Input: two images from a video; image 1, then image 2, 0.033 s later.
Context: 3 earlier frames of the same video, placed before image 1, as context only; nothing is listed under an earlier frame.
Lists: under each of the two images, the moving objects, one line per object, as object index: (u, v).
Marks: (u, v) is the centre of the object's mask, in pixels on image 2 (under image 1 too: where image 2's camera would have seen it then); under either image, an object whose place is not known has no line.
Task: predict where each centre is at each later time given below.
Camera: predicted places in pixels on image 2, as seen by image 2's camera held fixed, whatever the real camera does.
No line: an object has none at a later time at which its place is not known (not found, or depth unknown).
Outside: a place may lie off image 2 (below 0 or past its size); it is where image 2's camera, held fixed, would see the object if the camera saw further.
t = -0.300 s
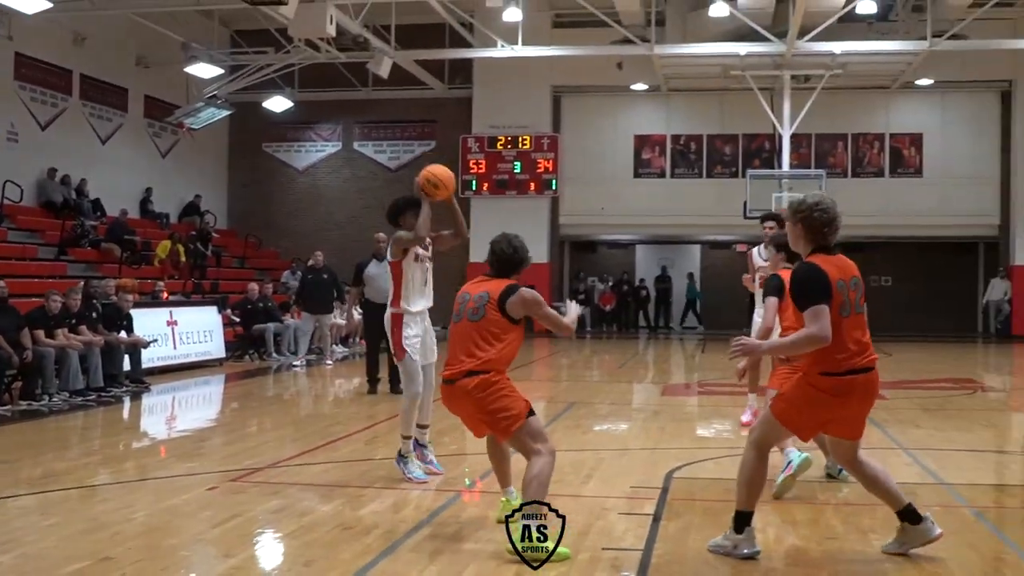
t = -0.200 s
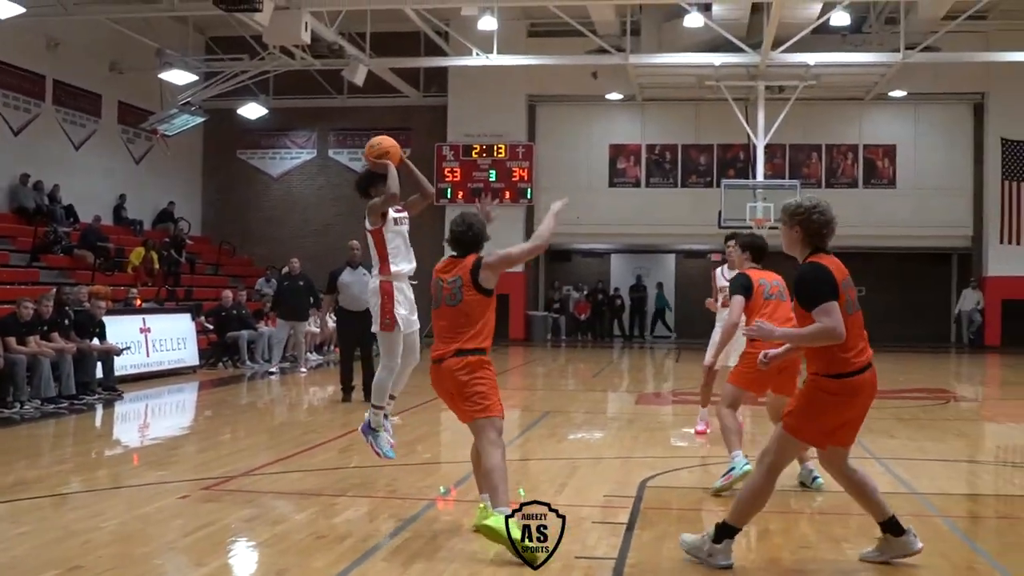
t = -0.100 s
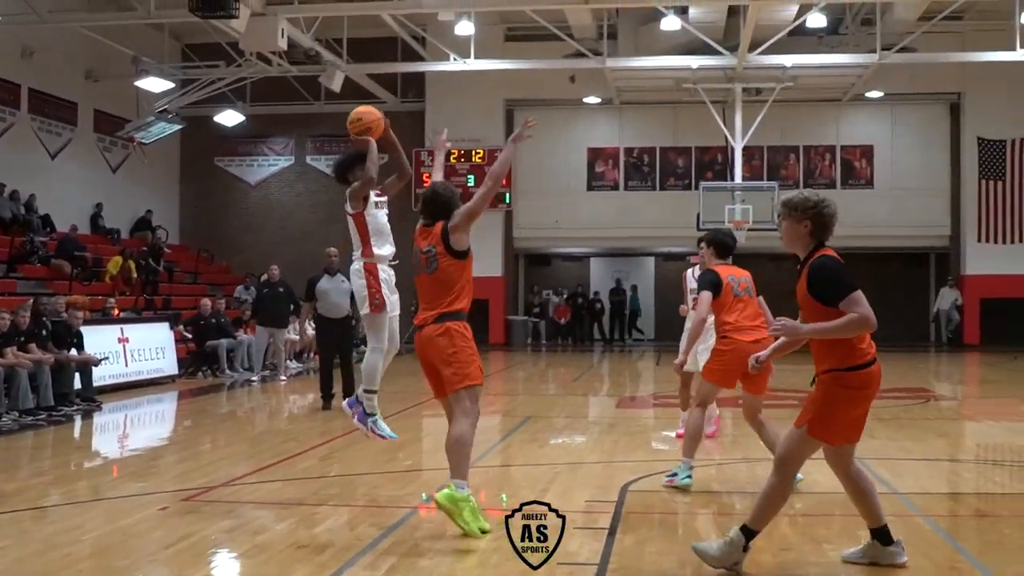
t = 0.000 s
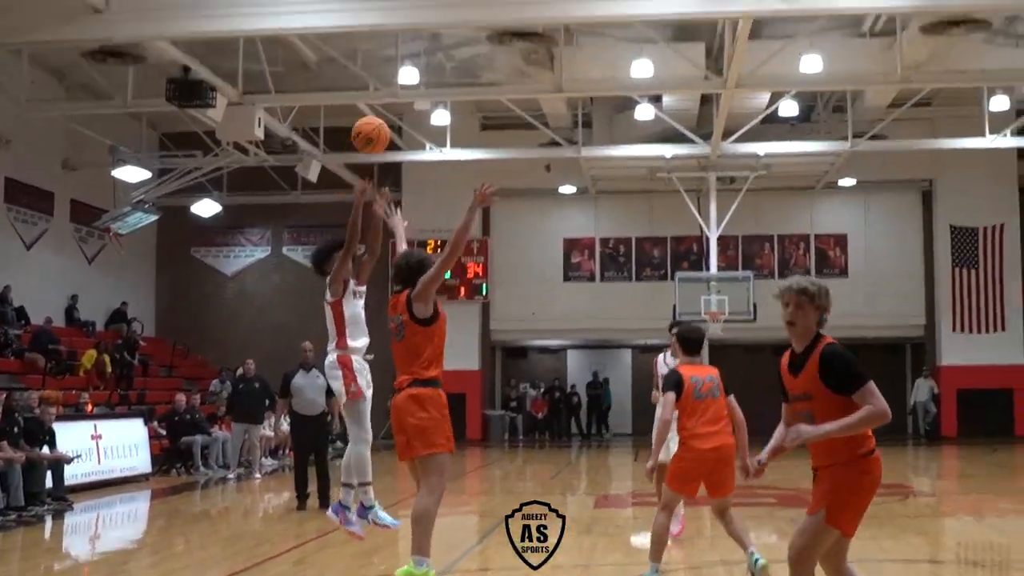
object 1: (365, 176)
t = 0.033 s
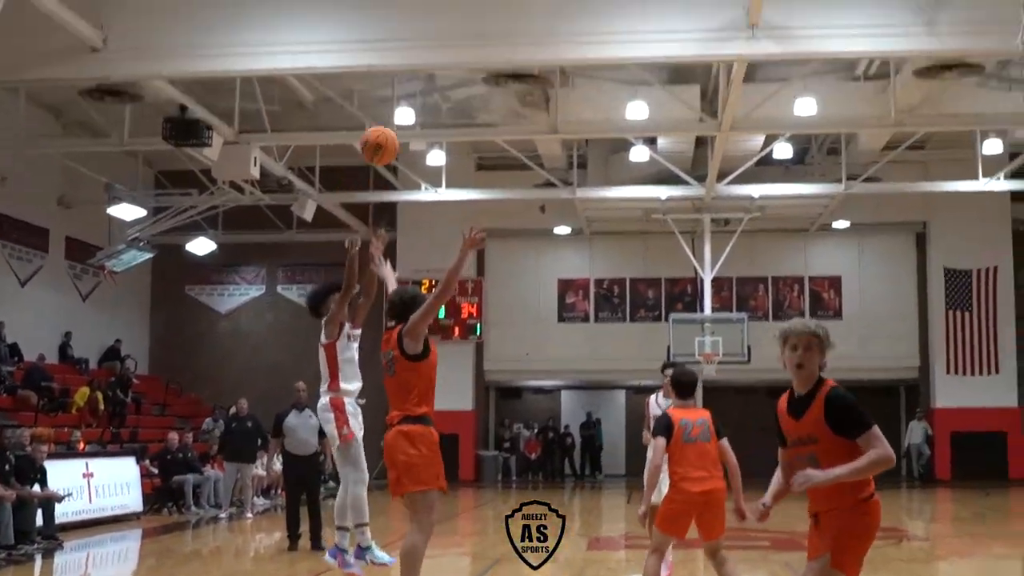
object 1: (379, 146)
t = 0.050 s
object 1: (386, 131)
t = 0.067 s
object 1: (393, 117)
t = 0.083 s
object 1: (400, 102)
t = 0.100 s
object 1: (407, 88)
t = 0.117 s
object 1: (415, 76)
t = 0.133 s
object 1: (422, 62)
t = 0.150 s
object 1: (429, 49)
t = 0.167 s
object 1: (436, 36)
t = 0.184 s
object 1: (444, 23)
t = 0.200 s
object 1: (451, 11)
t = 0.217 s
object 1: (459, -1)
